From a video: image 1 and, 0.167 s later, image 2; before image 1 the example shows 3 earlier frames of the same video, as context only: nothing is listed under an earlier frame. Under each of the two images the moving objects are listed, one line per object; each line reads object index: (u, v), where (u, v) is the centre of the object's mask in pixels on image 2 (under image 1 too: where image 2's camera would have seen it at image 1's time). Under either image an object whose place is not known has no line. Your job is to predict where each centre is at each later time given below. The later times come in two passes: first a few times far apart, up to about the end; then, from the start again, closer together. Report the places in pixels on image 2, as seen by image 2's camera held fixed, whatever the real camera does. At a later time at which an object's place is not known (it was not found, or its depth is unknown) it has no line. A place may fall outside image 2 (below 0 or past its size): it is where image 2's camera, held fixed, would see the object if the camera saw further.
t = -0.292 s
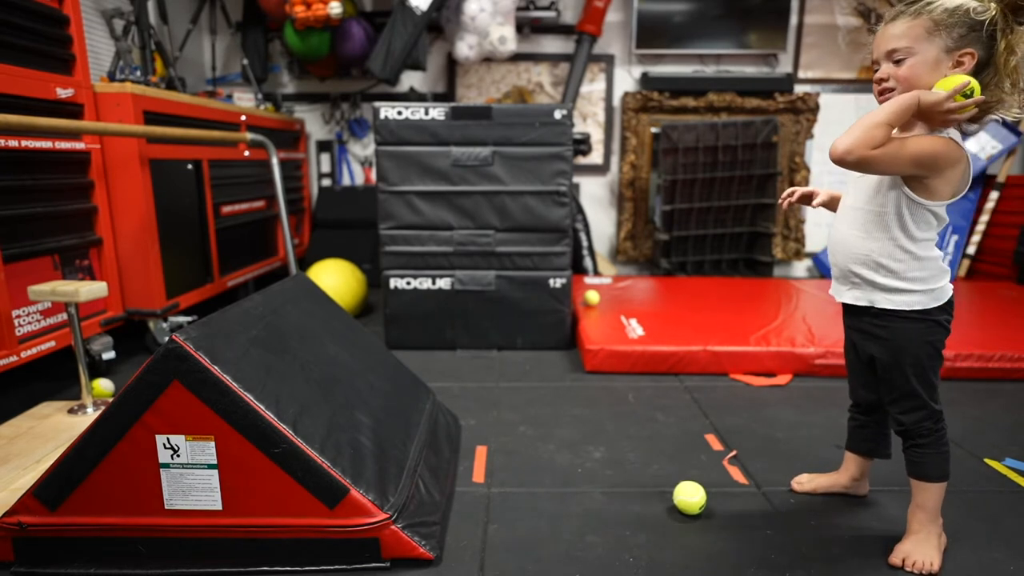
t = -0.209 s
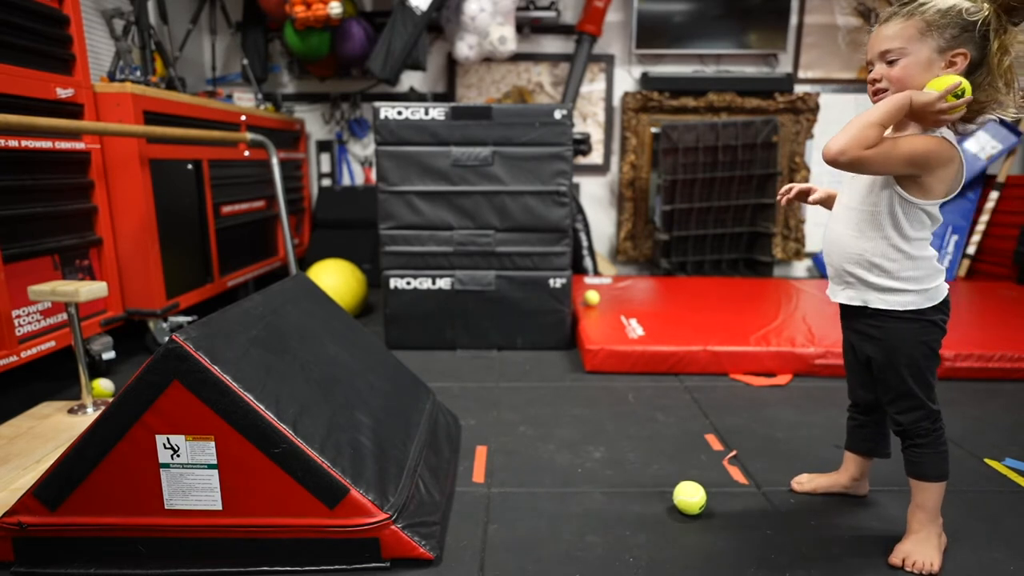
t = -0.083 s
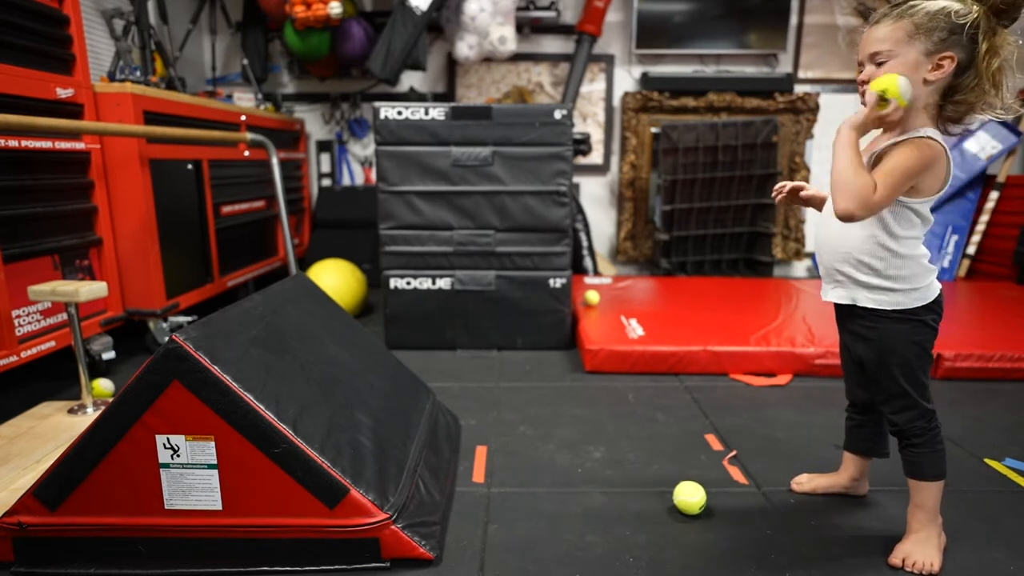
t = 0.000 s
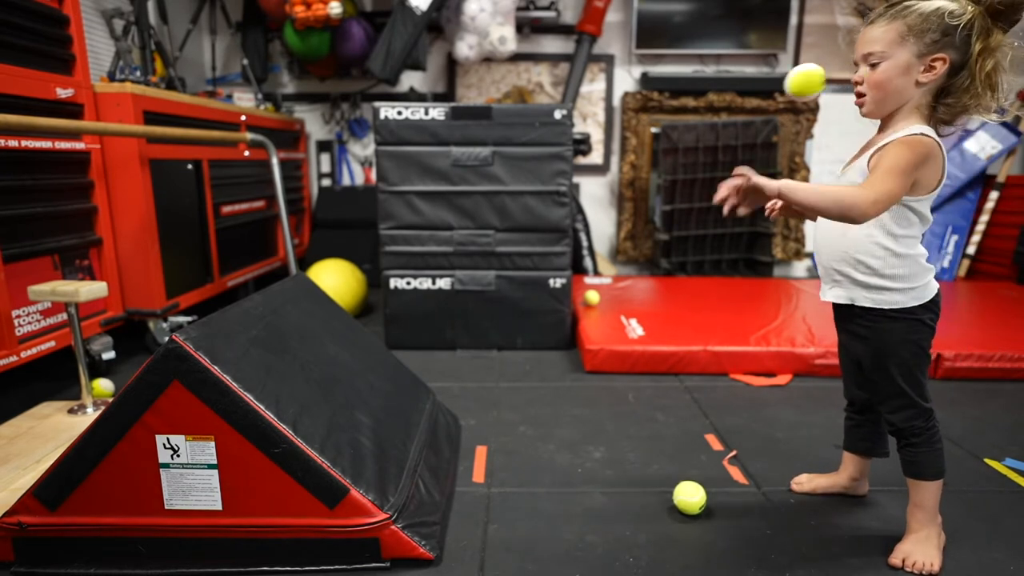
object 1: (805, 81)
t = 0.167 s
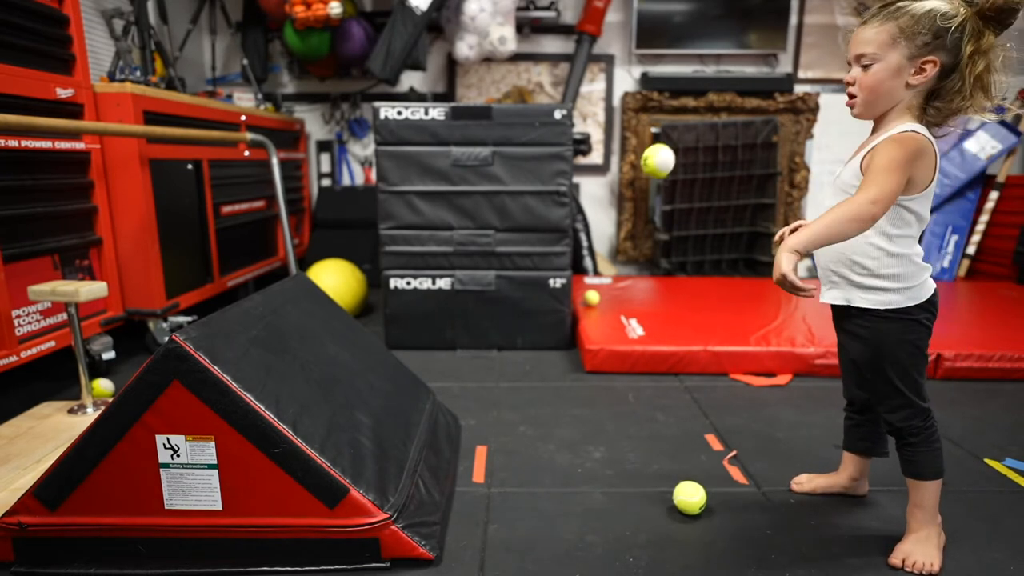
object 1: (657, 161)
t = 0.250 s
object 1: (596, 237)
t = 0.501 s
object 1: (490, 327)
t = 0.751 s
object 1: (451, 227)
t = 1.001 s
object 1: (418, 339)
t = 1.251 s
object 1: (381, 303)
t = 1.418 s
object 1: (361, 317)
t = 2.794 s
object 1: (149, 352)
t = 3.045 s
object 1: (126, 360)
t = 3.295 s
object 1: (139, 358)
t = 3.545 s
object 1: (145, 357)
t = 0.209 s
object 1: (626, 196)
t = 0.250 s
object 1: (596, 237)
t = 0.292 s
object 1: (569, 281)
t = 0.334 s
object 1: (544, 329)
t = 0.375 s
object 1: (521, 378)
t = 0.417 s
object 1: (503, 408)
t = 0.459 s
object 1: (496, 365)
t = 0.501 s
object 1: (490, 327)
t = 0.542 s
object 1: (483, 296)
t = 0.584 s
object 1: (477, 269)
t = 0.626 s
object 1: (470, 250)
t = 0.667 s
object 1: (464, 236)
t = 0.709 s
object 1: (457, 228)
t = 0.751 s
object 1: (451, 227)
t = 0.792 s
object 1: (445, 232)
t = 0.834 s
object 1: (439, 243)
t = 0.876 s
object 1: (433, 259)
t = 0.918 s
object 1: (428, 281)
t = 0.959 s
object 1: (423, 308)
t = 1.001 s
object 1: (418, 339)
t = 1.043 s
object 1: (417, 370)
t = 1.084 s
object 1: (412, 366)
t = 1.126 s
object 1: (401, 345)
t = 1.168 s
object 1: (394, 326)
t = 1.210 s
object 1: (387, 312)
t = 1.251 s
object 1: (381, 303)
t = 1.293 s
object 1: (375, 299)
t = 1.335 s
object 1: (369, 301)
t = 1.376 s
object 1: (364, 308)
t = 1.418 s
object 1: (361, 317)
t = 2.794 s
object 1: (149, 352)
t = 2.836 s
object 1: (145, 354)
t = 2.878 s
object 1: (139, 357)
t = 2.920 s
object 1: (134, 358)
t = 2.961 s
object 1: (128, 359)
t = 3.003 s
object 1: (123, 360)
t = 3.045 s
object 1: (126, 360)
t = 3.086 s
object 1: (129, 359)
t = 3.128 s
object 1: (132, 359)
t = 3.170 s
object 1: (134, 359)
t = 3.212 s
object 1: (136, 359)
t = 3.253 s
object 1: (138, 358)
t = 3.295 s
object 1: (139, 358)
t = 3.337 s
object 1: (141, 358)
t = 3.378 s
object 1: (142, 357)
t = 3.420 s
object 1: (142, 358)
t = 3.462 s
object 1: (144, 357)
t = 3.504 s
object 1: (145, 357)
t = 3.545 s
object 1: (145, 357)
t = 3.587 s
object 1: (146, 357)
